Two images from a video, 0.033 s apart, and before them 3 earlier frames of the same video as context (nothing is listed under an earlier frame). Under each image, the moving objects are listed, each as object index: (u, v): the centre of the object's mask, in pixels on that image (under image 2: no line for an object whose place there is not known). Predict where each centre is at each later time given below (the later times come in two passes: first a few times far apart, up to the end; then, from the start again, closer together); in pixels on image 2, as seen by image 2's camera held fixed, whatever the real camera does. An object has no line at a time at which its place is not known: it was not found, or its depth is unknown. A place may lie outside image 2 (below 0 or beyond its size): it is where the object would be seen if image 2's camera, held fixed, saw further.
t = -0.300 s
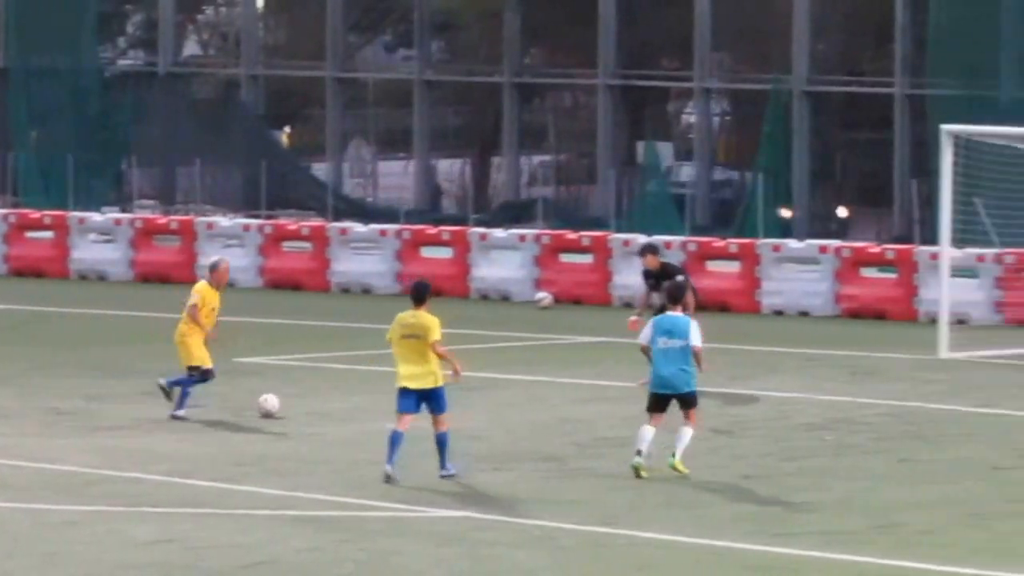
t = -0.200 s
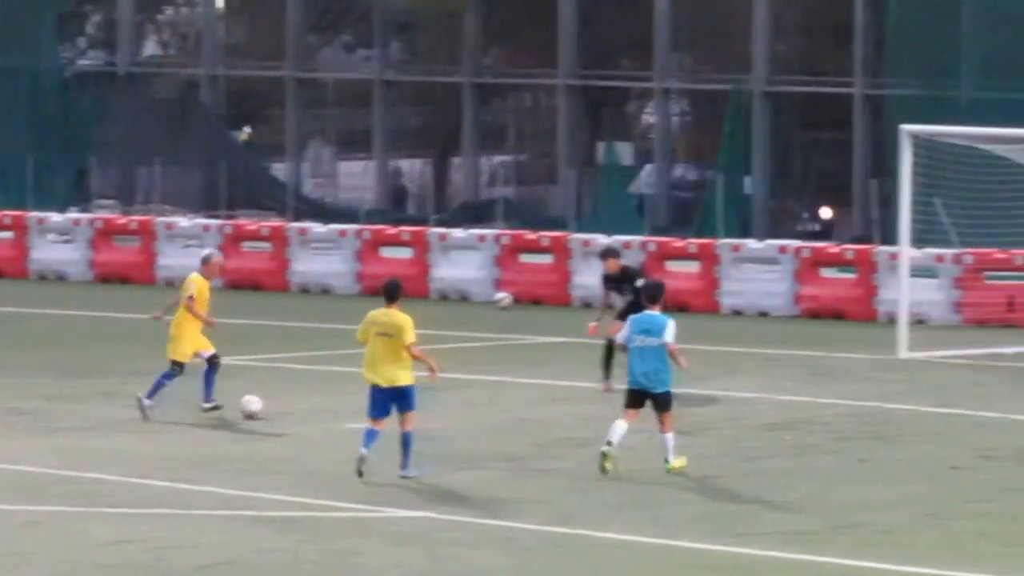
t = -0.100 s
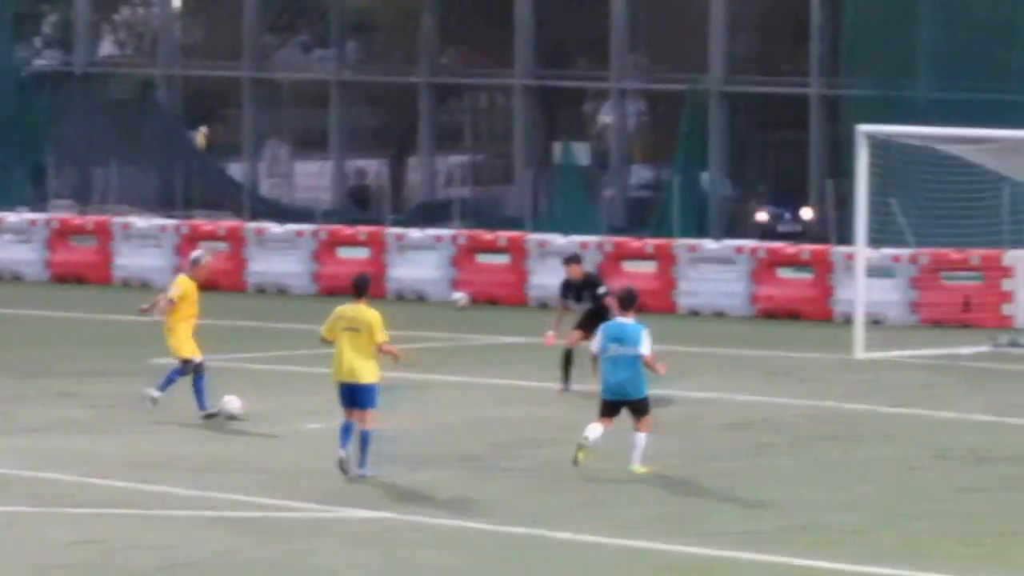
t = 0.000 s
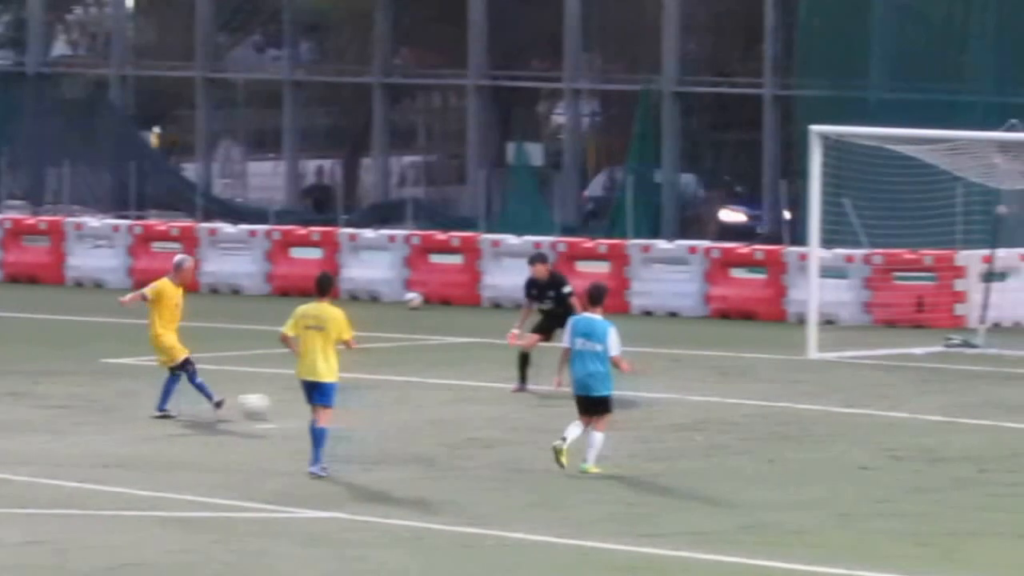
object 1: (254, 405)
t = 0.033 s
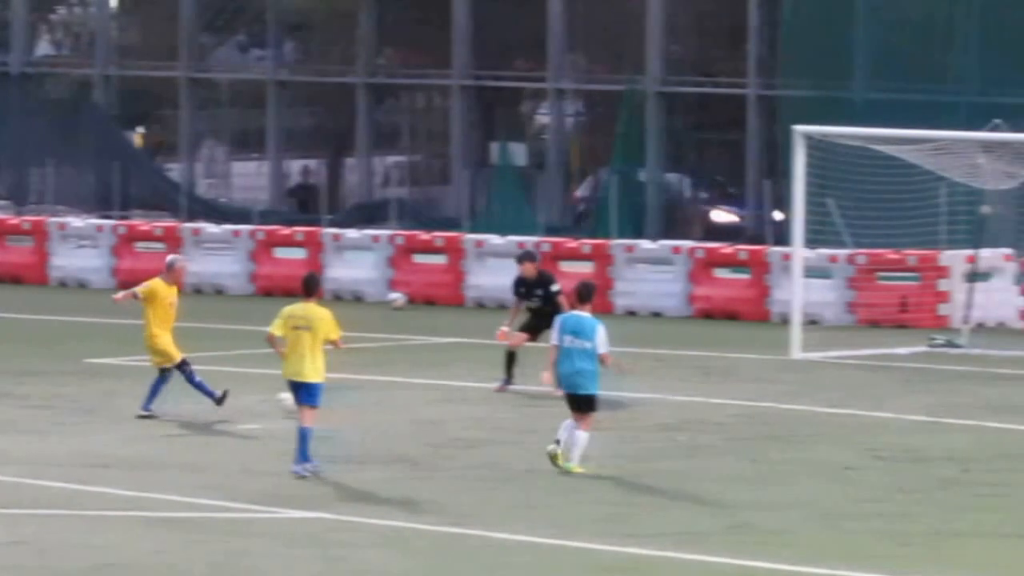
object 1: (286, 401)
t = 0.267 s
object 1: (642, 396)
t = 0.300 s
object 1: (686, 394)
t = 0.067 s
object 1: (346, 403)
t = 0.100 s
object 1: (400, 403)
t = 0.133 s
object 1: (449, 401)
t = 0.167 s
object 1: (498, 398)
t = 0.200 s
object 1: (546, 396)
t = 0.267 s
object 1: (642, 396)
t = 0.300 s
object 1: (686, 394)
